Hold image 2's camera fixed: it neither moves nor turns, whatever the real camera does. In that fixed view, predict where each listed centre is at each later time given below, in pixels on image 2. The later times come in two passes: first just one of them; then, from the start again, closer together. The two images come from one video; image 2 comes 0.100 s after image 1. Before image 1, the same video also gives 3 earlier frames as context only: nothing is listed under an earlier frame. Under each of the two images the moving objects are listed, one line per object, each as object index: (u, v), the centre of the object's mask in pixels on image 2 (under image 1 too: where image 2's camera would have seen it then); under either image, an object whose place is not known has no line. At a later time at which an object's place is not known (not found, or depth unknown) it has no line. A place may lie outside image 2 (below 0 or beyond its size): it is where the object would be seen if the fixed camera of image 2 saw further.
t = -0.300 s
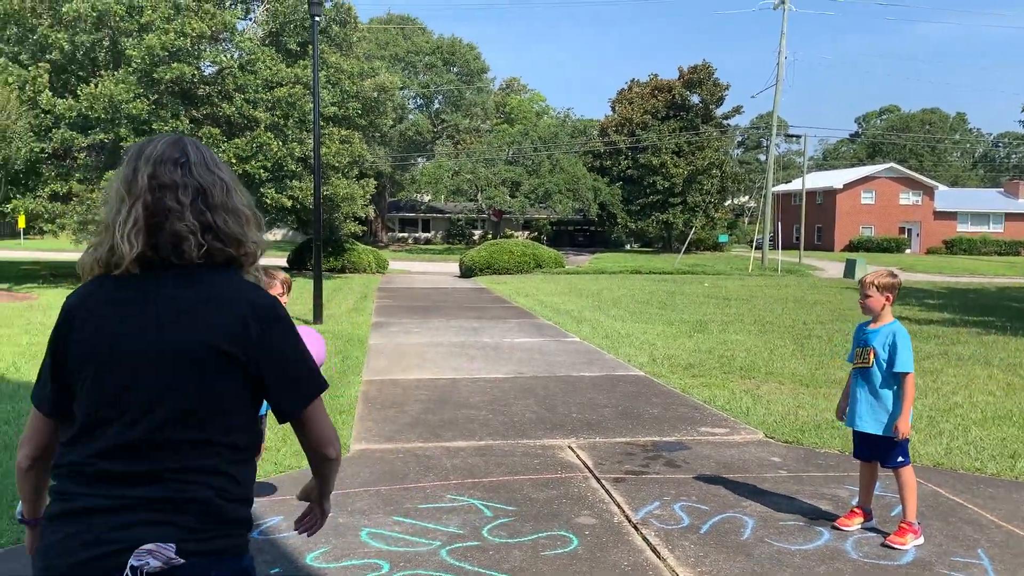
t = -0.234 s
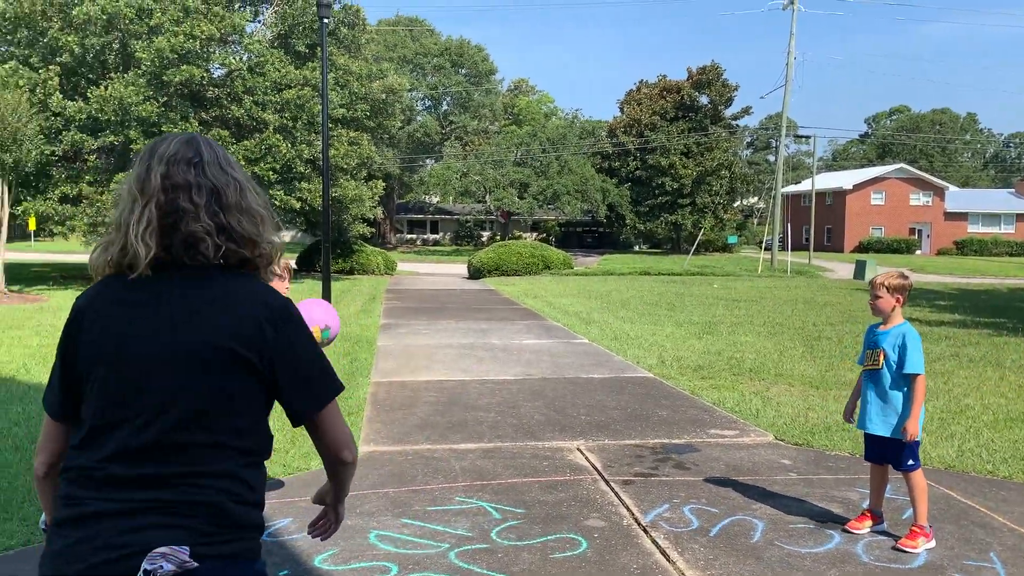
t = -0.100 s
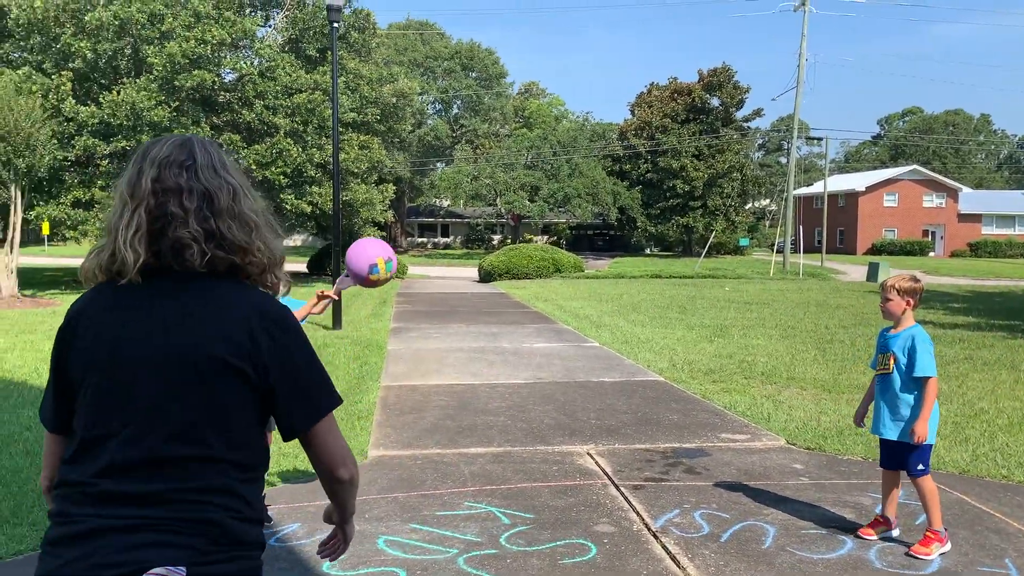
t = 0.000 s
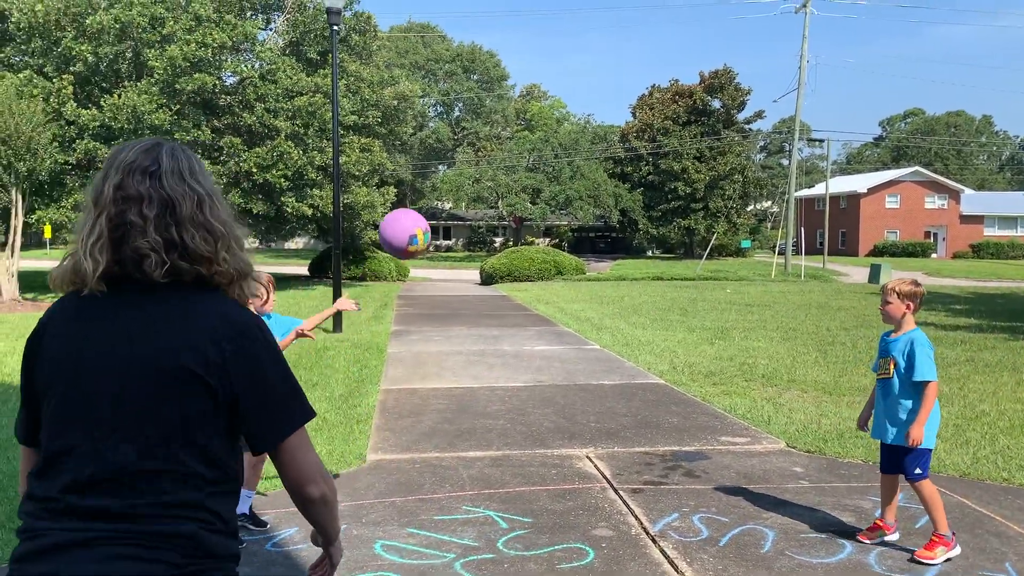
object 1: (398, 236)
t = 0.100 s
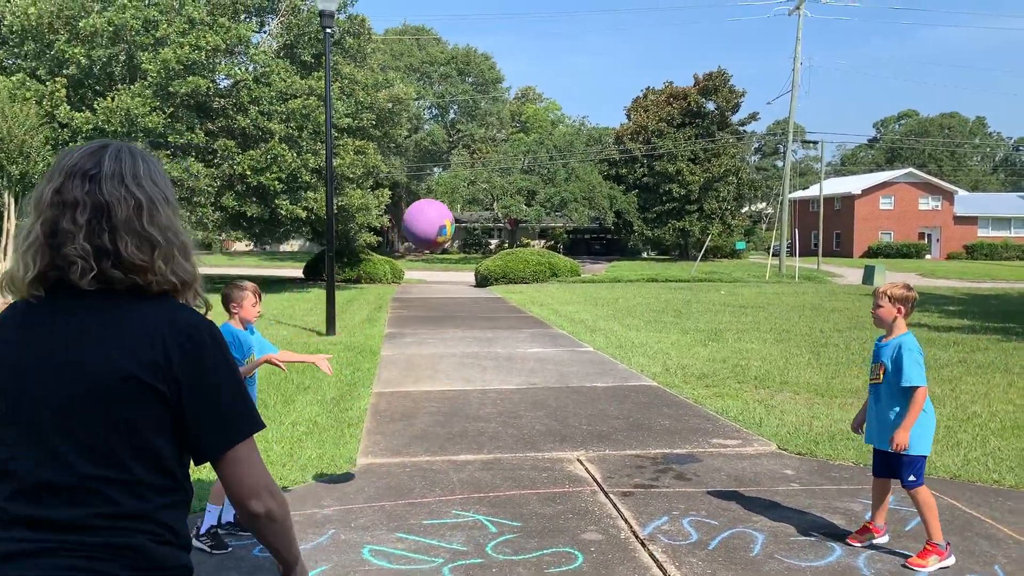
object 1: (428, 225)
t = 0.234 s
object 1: (463, 239)
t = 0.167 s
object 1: (446, 228)
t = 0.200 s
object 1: (454, 232)
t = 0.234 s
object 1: (463, 239)
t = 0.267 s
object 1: (470, 248)
